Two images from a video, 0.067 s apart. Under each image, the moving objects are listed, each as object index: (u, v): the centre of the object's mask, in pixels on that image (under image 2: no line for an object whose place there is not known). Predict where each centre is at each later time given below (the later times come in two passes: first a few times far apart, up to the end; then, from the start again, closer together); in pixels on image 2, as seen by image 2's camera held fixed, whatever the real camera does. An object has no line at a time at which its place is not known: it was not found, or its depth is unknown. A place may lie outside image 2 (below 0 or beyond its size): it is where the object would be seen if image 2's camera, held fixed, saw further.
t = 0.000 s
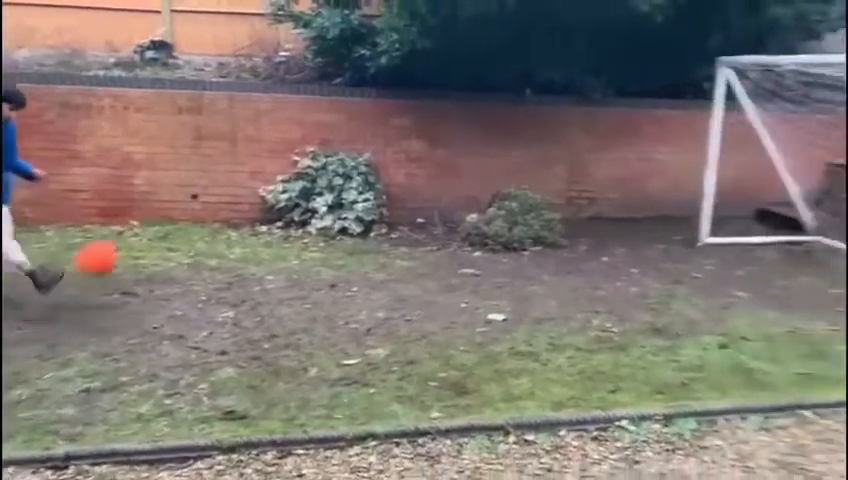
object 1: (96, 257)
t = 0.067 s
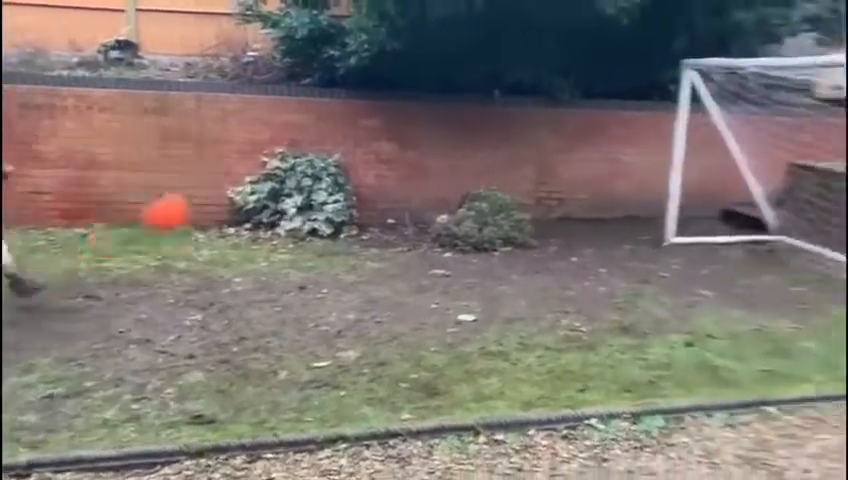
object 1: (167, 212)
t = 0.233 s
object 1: (422, 124)
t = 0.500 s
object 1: (788, 82)
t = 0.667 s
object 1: (809, 213)
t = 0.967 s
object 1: (809, 189)
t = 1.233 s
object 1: (778, 145)
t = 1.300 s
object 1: (769, 151)
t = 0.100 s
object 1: (218, 191)
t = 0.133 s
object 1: (269, 172)
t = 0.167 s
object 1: (320, 154)
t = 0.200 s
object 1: (371, 138)
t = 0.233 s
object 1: (422, 124)
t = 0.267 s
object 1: (471, 111)
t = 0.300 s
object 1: (519, 101)
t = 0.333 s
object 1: (567, 93)
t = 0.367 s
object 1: (612, 87)
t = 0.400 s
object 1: (658, 84)
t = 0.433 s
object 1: (703, 81)
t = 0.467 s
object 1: (745, 79)
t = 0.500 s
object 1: (788, 82)
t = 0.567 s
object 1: (802, 125)
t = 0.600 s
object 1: (804, 153)
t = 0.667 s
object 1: (809, 213)
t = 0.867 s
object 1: (814, 229)
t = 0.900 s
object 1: (813, 214)
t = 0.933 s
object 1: (810, 200)
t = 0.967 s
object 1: (809, 189)
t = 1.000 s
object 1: (806, 179)
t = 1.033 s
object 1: (802, 168)
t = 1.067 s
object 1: (800, 161)
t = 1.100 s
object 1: (798, 154)
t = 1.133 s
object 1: (792, 151)
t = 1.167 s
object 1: (787, 147)
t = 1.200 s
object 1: (783, 147)
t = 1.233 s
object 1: (778, 145)
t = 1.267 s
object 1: (776, 146)
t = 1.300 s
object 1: (769, 151)
